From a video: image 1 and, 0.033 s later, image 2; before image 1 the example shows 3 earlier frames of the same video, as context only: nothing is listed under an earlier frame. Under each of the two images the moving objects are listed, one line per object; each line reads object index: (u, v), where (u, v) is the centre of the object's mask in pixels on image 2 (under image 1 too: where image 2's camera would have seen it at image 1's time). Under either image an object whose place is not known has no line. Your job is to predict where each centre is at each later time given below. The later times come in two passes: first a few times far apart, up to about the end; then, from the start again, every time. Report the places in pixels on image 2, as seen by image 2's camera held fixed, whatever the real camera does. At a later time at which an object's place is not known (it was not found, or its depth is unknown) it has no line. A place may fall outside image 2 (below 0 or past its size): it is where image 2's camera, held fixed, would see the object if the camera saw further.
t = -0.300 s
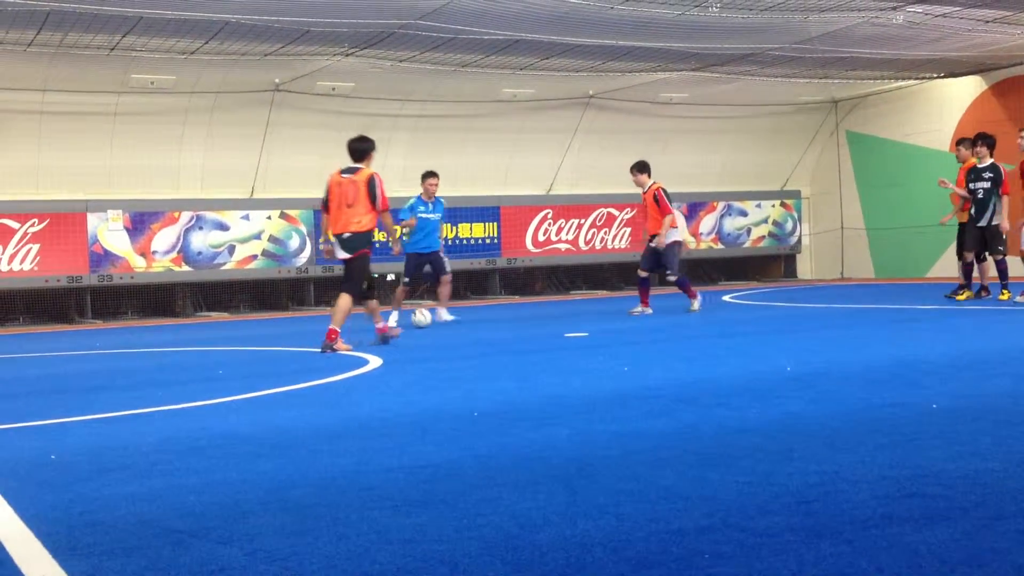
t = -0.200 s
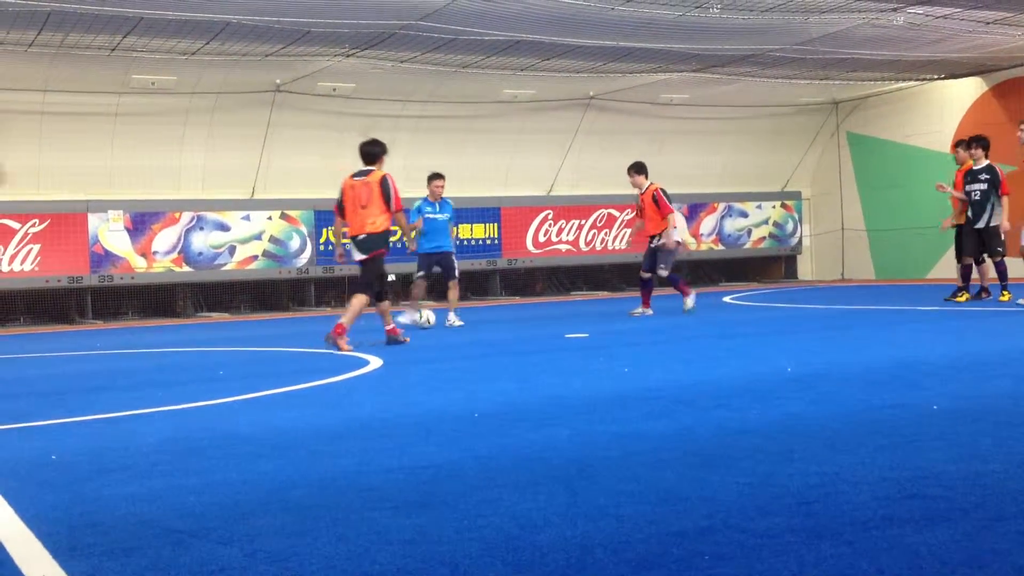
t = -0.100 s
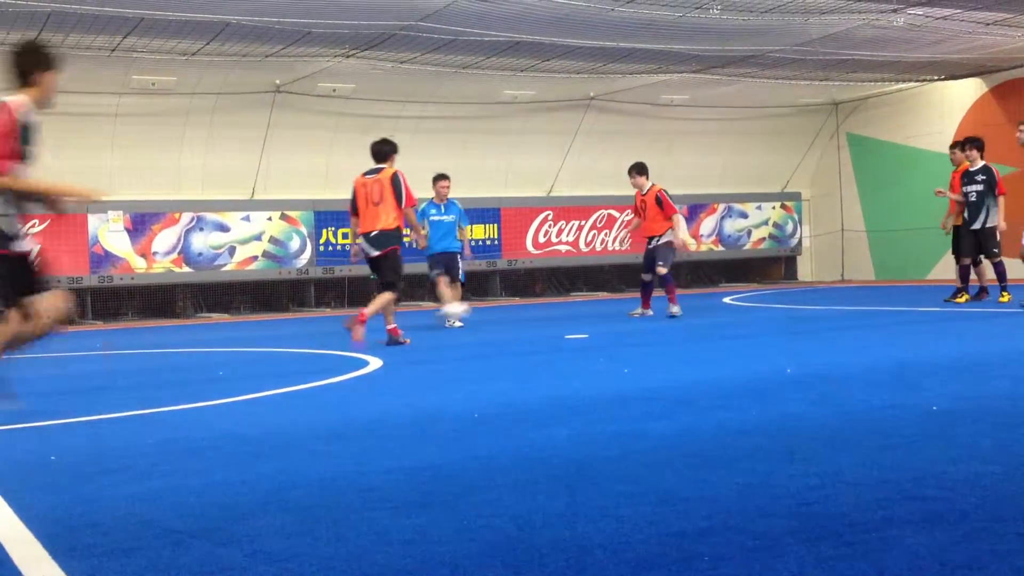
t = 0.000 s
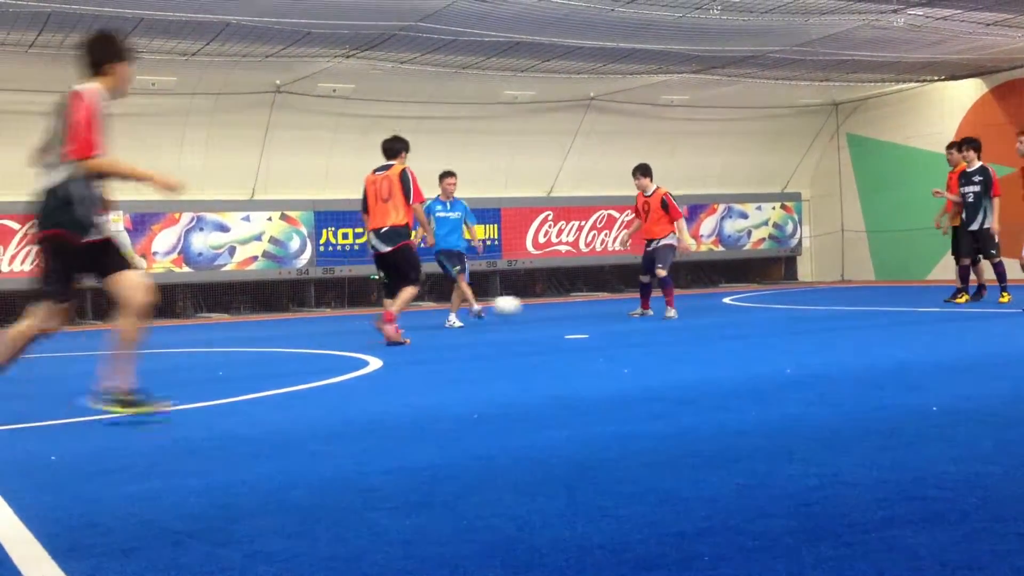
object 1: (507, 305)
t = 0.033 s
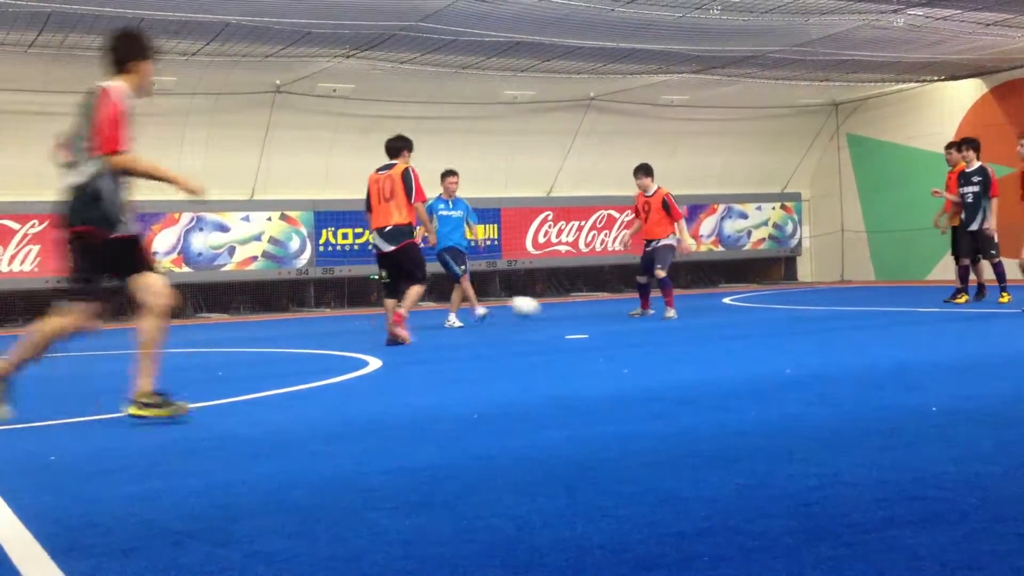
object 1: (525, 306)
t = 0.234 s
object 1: (640, 319)
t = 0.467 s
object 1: (763, 325)
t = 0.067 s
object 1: (544, 308)
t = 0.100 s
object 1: (564, 310)
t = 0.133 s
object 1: (583, 316)
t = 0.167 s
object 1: (605, 322)
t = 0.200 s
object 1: (624, 321)
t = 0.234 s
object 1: (640, 319)
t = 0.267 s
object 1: (656, 318)
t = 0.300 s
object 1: (673, 318)
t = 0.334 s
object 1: (692, 321)
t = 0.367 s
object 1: (711, 325)
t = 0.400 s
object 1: (729, 325)
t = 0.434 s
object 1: (746, 324)
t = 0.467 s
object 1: (763, 325)
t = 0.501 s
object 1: (781, 327)
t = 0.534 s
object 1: (799, 327)
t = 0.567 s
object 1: (818, 328)
